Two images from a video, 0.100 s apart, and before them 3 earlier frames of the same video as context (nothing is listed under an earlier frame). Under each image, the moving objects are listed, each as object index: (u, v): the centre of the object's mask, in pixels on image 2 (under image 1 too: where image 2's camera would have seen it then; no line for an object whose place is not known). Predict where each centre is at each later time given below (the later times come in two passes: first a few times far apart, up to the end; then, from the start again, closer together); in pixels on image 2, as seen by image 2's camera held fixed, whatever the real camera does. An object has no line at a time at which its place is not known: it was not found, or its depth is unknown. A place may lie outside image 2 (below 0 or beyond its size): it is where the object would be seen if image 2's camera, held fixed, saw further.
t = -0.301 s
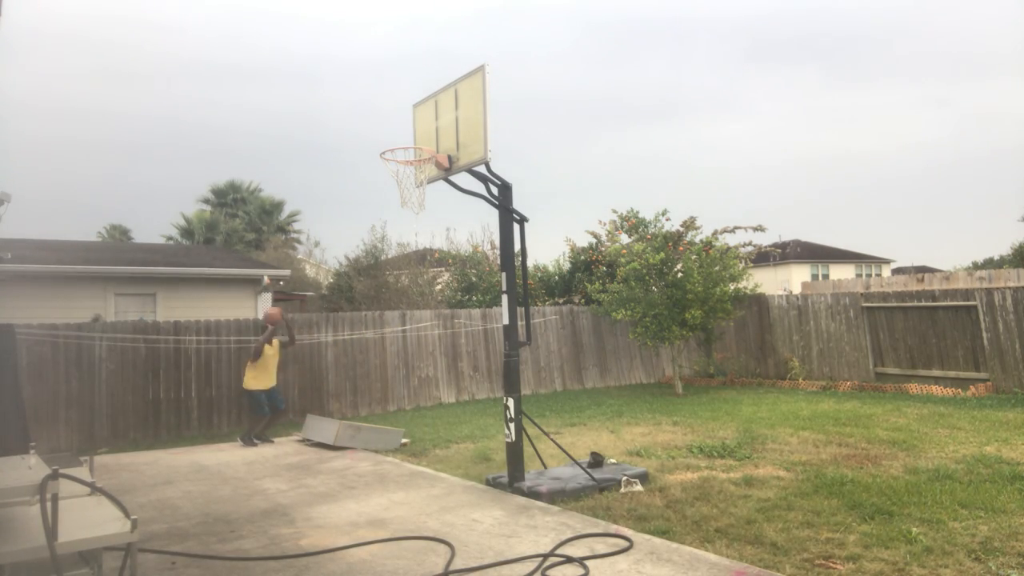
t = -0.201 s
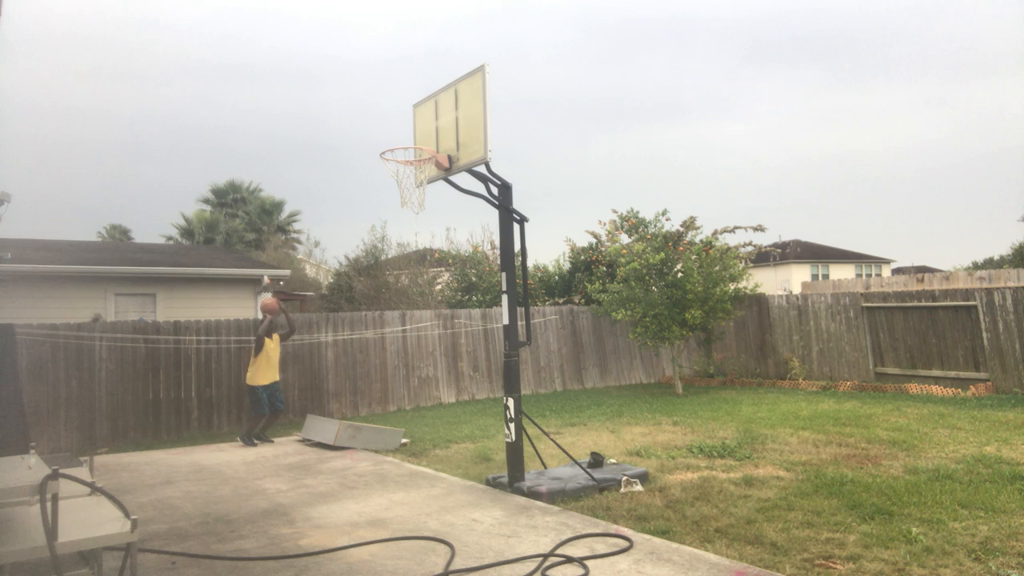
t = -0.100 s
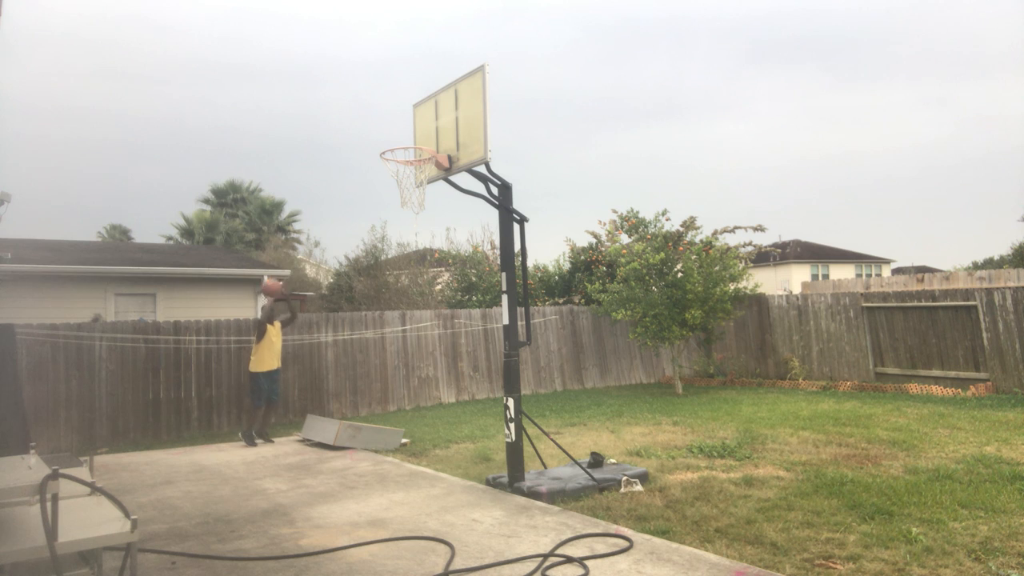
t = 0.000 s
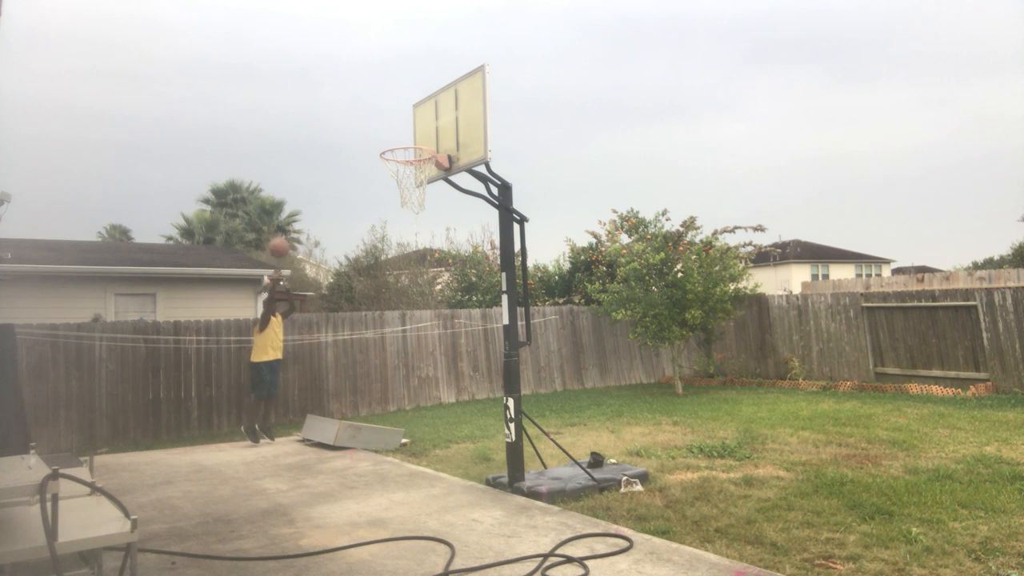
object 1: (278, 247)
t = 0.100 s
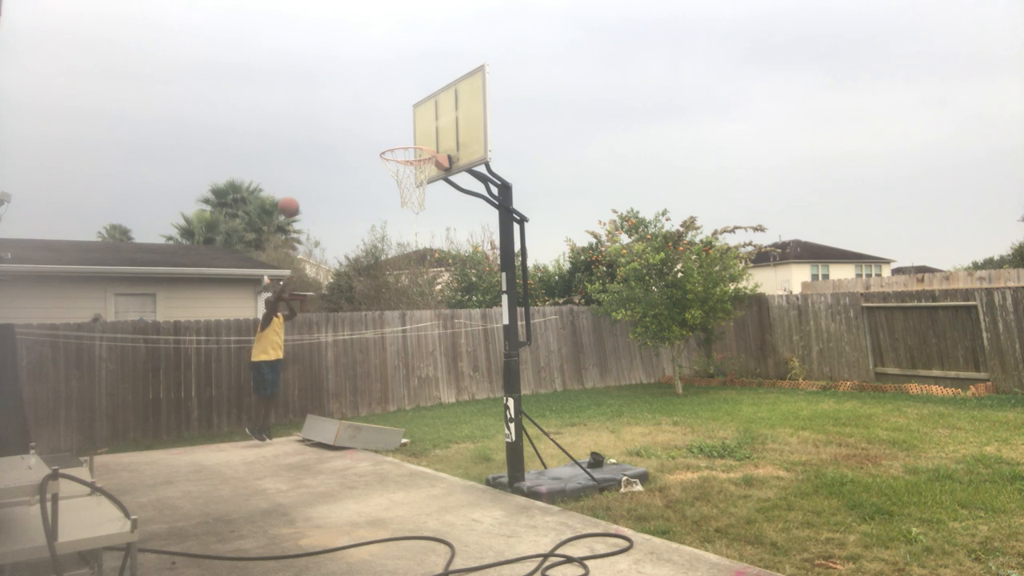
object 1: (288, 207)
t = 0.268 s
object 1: (306, 152)
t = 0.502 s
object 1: (337, 109)
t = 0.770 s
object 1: (381, 122)
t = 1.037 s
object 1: (443, 127)
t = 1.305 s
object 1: (441, 151)
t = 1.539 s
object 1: (444, 223)
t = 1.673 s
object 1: (446, 293)
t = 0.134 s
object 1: (292, 194)
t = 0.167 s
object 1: (295, 183)
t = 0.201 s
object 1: (299, 172)
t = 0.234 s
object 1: (303, 161)
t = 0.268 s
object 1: (306, 152)
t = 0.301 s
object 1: (310, 143)
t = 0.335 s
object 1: (315, 135)
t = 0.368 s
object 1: (319, 128)
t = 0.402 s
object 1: (323, 122)
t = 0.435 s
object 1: (328, 117)
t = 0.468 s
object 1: (332, 112)
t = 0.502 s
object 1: (337, 109)
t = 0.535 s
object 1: (342, 106)
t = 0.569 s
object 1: (347, 105)
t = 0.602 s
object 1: (352, 105)
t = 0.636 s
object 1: (358, 106)
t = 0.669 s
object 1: (363, 108)
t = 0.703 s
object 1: (369, 111)
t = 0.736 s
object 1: (375, 116)
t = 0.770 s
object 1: (381, 122)
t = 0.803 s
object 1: (387, 130)
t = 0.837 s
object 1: (393, 137)
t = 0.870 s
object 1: (403, 137)
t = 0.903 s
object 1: (412, 134)
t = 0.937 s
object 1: (420, 131)
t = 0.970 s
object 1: (427, 129)
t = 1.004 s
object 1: (435, 128)
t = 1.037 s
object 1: (443, 127)
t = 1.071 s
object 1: (450, 128)
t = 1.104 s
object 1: (452, 129)
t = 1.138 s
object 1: (450, 129)
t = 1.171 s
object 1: (448, 131)
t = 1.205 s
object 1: (447, 134)
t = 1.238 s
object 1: (445, 138)
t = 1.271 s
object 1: (443, 144)
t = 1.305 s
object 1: (441, 151)
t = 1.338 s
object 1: (442, 157)
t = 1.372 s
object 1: (442, 165)
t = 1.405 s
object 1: (442, 174)
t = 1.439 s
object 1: (443, 185)
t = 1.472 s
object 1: (443, 196)
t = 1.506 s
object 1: (444, 209)
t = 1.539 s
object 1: (444, 223)
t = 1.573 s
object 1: (445, 239)
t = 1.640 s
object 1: (446, 273)
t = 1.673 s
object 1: (446, 293)
